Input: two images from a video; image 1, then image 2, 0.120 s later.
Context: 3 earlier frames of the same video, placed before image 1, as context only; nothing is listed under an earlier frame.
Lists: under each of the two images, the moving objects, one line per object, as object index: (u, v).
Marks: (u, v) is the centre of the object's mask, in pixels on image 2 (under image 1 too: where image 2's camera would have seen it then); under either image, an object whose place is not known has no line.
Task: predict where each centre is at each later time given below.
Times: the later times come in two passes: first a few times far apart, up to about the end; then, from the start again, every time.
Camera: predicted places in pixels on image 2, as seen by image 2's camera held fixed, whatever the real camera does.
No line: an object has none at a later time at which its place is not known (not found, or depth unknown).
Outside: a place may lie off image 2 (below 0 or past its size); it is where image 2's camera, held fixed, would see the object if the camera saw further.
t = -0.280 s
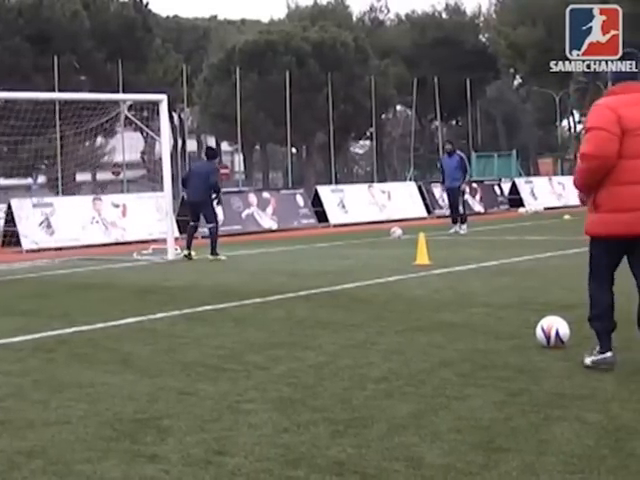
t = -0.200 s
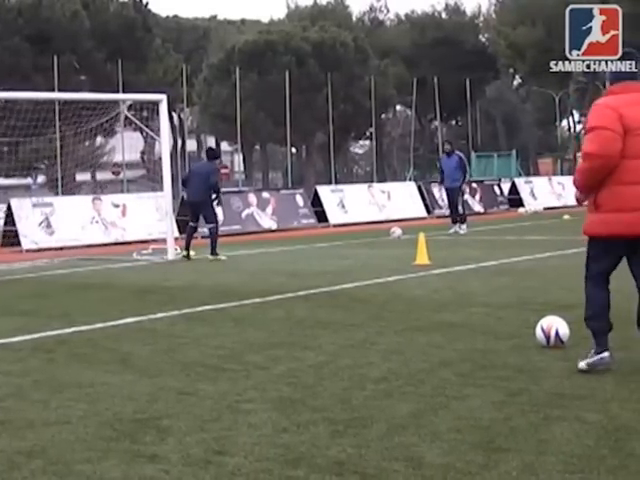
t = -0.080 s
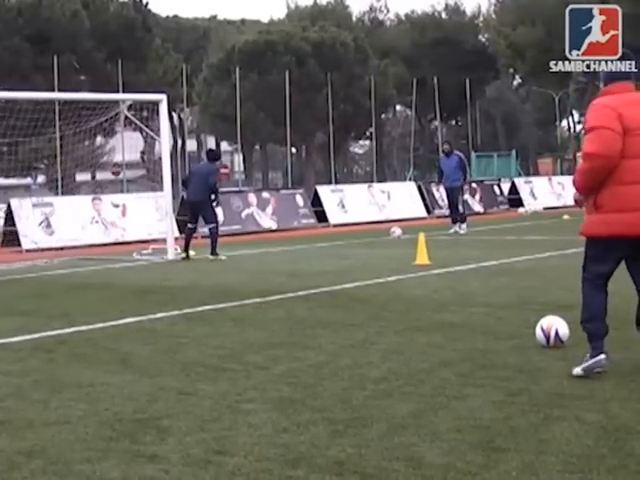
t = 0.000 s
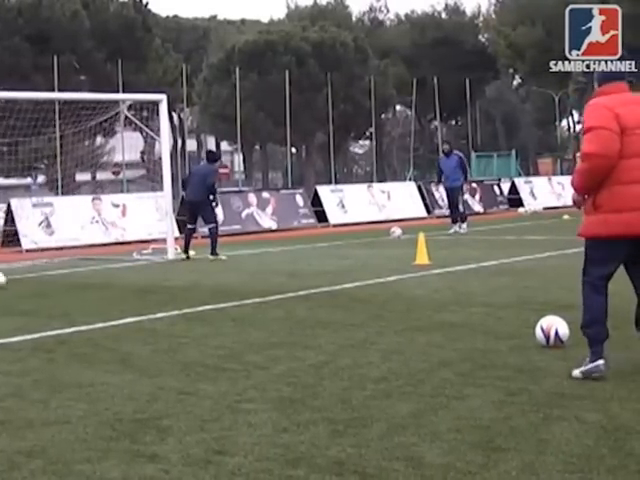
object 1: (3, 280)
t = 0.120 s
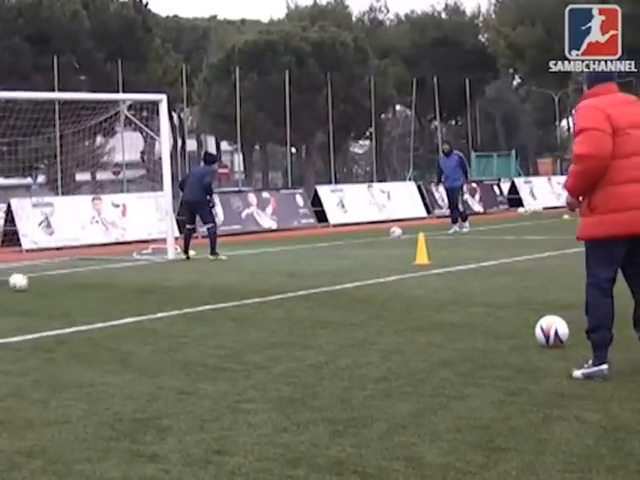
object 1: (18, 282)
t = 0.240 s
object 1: (38, 284)
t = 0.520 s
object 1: (79, 289)
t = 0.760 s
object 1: (115, 295)
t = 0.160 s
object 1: (26, 283)
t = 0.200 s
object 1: (32, 283)
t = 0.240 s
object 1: (38, 284)
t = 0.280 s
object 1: (45, 285)
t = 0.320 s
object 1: (50, 285)
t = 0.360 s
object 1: (56, 286)
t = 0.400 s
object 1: (62, 286)
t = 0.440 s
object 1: (68, 288)
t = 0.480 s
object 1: (73, 288)
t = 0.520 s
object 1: (79, 289)
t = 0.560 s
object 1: (85, 290)
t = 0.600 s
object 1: (91, 291)
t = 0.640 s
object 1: (97, 292)
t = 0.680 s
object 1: (103, 293)
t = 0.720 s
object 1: (109, 294)
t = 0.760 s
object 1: (115, 295)
